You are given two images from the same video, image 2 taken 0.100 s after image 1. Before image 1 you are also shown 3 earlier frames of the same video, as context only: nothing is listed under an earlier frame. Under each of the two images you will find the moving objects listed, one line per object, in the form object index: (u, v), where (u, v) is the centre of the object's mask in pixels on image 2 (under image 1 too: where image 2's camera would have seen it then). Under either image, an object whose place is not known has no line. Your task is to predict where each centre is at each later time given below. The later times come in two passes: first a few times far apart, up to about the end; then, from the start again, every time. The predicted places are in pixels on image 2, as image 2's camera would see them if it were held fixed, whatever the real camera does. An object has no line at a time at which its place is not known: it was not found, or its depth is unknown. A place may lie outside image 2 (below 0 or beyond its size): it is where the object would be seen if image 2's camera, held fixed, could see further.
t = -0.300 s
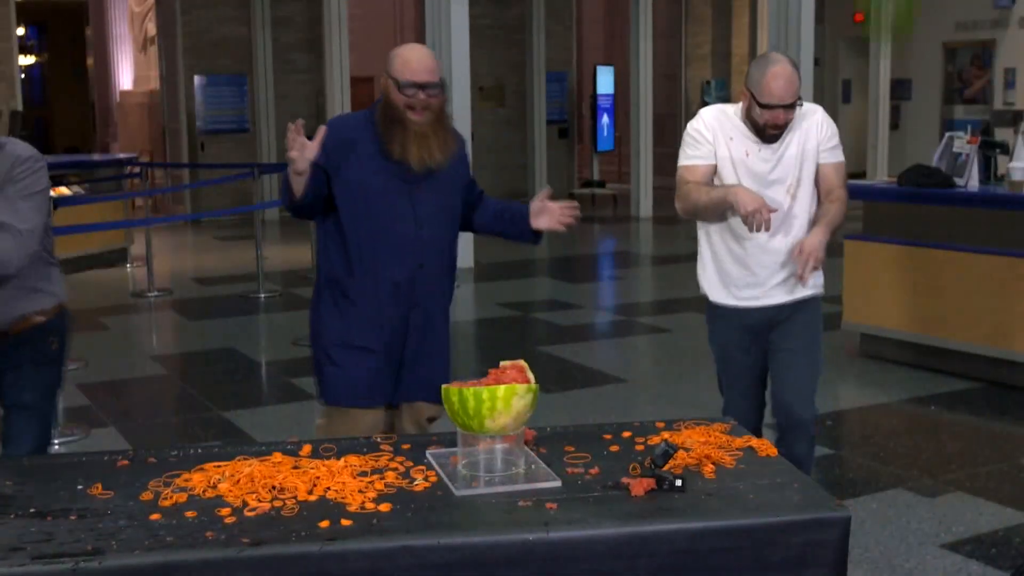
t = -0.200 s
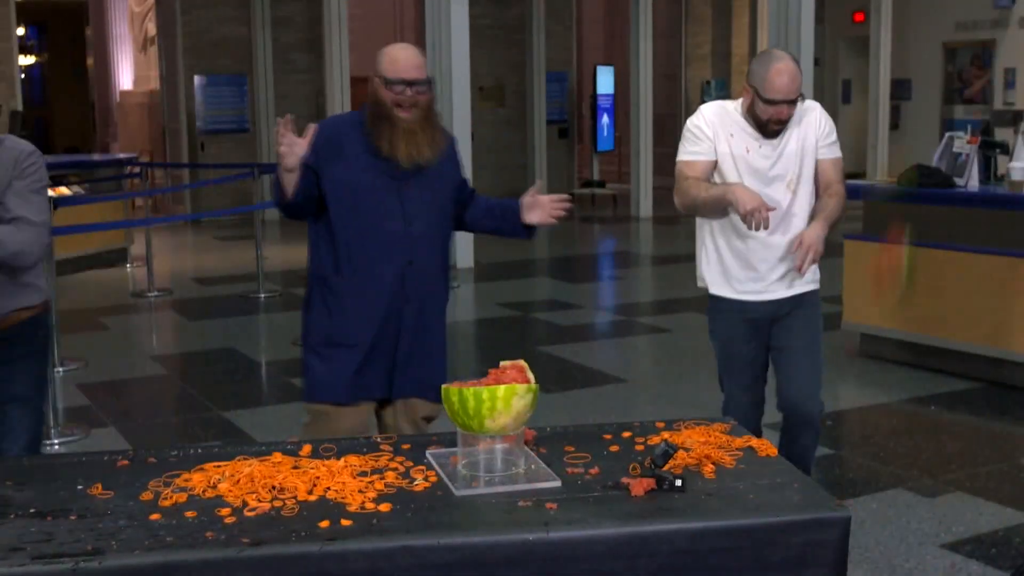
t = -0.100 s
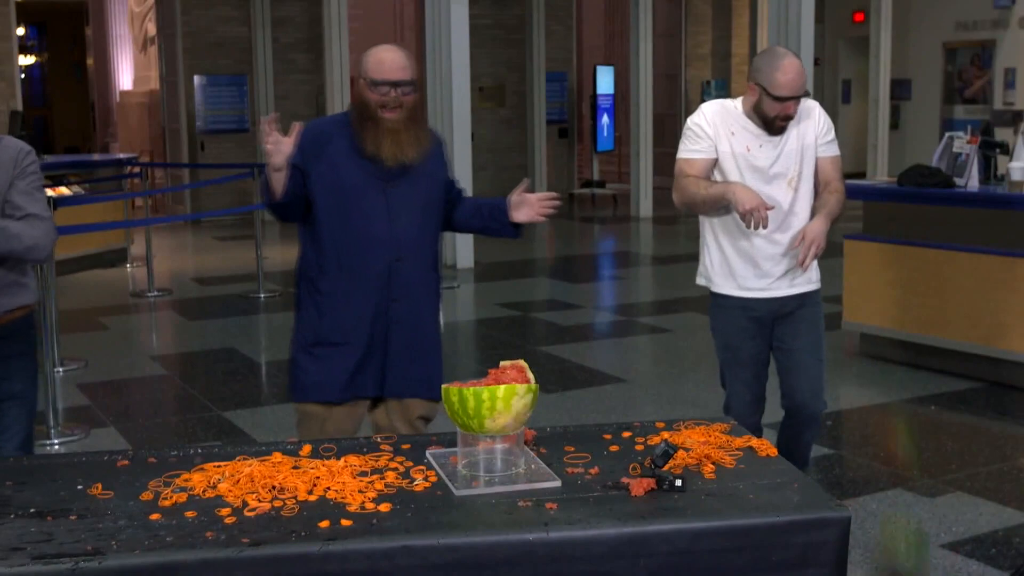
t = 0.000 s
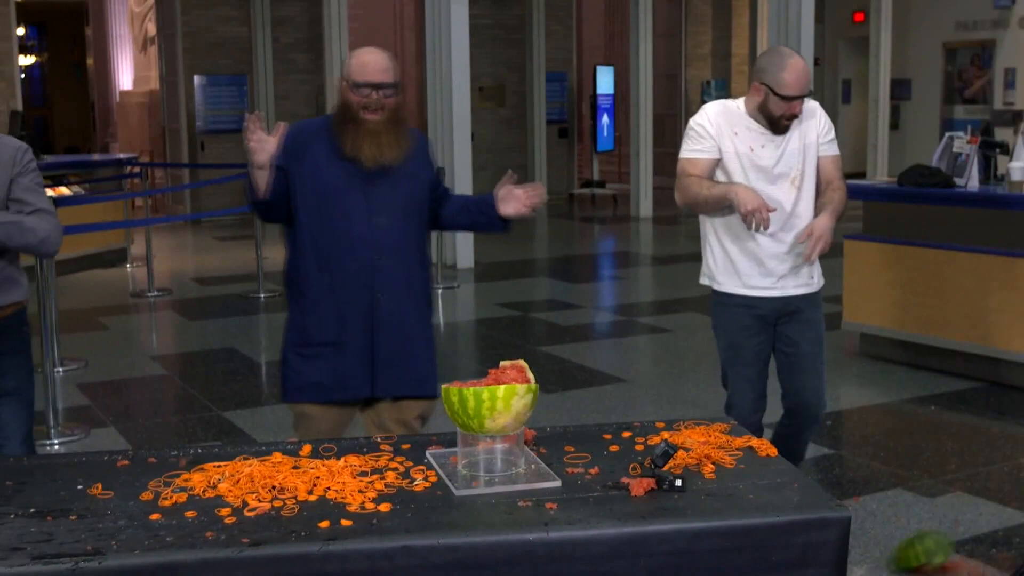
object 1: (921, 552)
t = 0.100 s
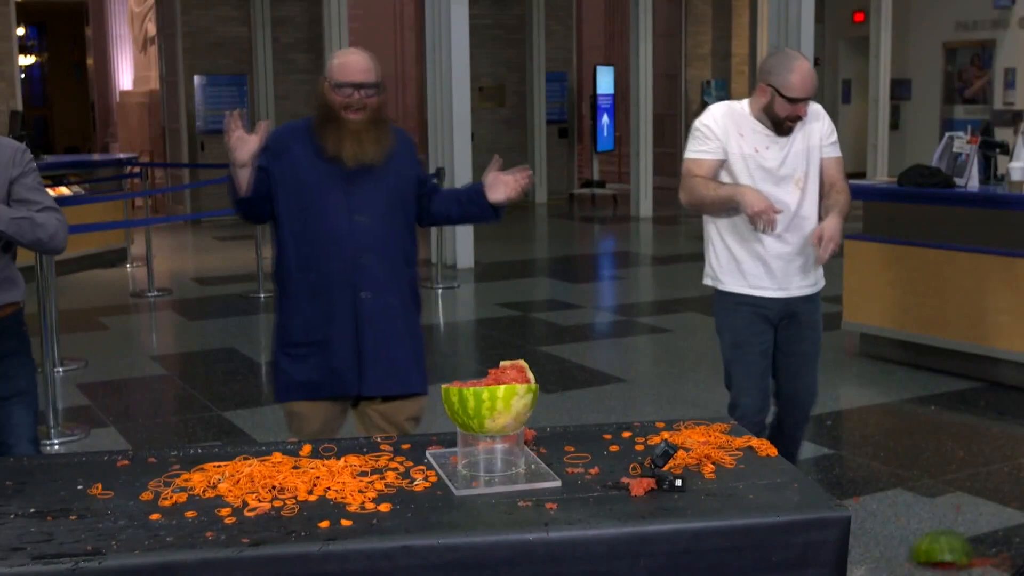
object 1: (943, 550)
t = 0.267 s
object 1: (966, 542)
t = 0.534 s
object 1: (975, 538)
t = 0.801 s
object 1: (975, 538)
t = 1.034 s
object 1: (975, 538)
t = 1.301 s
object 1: (975, 538)
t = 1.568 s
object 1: (975, 538)
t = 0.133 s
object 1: (948, 549)
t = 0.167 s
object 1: (952, 547)
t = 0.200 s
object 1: (958, 546)
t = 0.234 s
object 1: (962, 544)
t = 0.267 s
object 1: (966, 542)
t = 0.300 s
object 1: (968, 541)
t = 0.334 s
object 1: (971, 540)
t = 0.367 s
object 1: (973, 539)
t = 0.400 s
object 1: (974, 539)
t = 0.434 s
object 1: (975, 538)
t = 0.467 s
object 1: (975, 538)
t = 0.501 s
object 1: (975, 538)
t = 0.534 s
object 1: (975, 538)
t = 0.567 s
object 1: (975, 538)
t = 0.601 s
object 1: (975, 538)
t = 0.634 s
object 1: (975, 538)
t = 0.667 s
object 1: (975, 538)
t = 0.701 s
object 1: (975, 538)
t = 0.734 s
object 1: (975, 538)
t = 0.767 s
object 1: (975, 538)
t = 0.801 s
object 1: (975, 538)
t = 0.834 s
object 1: (975, 538)
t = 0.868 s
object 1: (975, 538)
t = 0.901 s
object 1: (975, 538)
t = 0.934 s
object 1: (975, 538)
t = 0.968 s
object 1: (975, 538)
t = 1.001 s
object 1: (975, 538)
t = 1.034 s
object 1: (975, 538)
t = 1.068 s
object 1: (975, 538)
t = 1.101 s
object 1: (975, 538)
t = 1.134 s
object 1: (975, 538)
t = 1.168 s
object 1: (975, 538)
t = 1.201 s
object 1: (975, 538)
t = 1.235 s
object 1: (975, 538)
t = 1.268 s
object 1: (975, 538)
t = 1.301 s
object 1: (975, 538)
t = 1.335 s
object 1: (975, 538)
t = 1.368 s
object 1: (975, 538)
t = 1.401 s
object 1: (975, 538)
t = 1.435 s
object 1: (975, 538)
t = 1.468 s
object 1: (975, 538)
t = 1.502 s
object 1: (975, 538)
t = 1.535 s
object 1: (975, 538)
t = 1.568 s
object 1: (975, 538)
